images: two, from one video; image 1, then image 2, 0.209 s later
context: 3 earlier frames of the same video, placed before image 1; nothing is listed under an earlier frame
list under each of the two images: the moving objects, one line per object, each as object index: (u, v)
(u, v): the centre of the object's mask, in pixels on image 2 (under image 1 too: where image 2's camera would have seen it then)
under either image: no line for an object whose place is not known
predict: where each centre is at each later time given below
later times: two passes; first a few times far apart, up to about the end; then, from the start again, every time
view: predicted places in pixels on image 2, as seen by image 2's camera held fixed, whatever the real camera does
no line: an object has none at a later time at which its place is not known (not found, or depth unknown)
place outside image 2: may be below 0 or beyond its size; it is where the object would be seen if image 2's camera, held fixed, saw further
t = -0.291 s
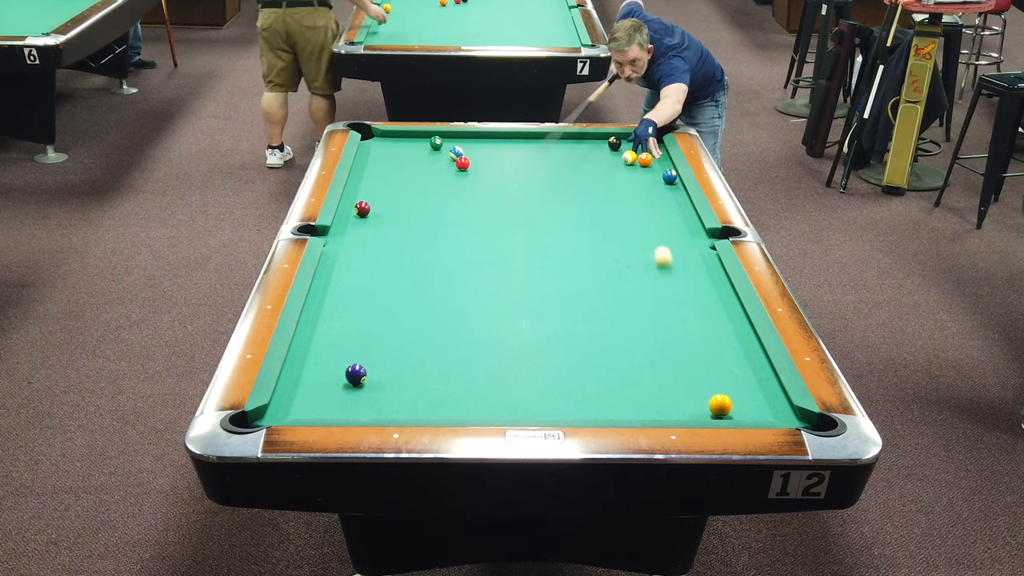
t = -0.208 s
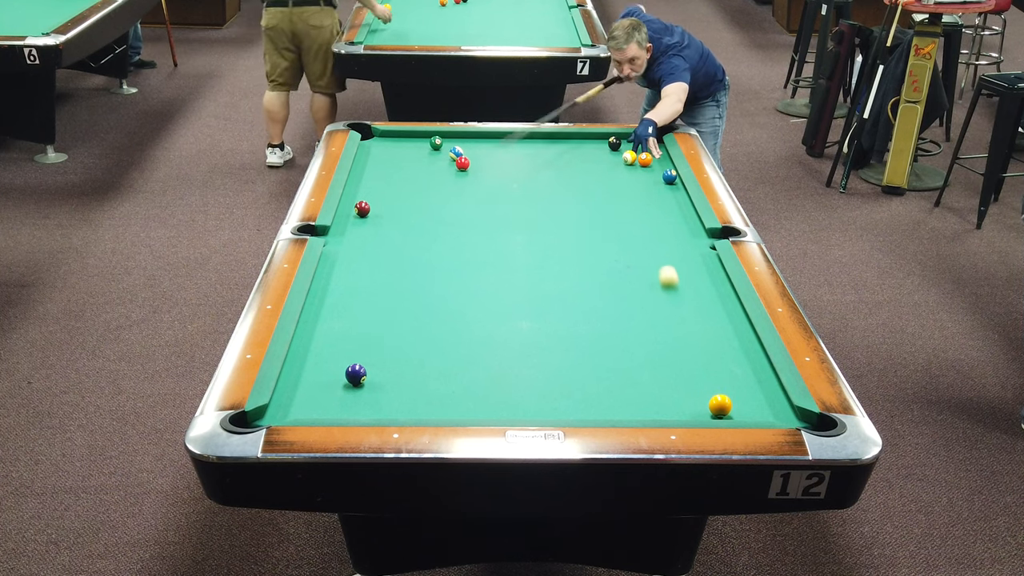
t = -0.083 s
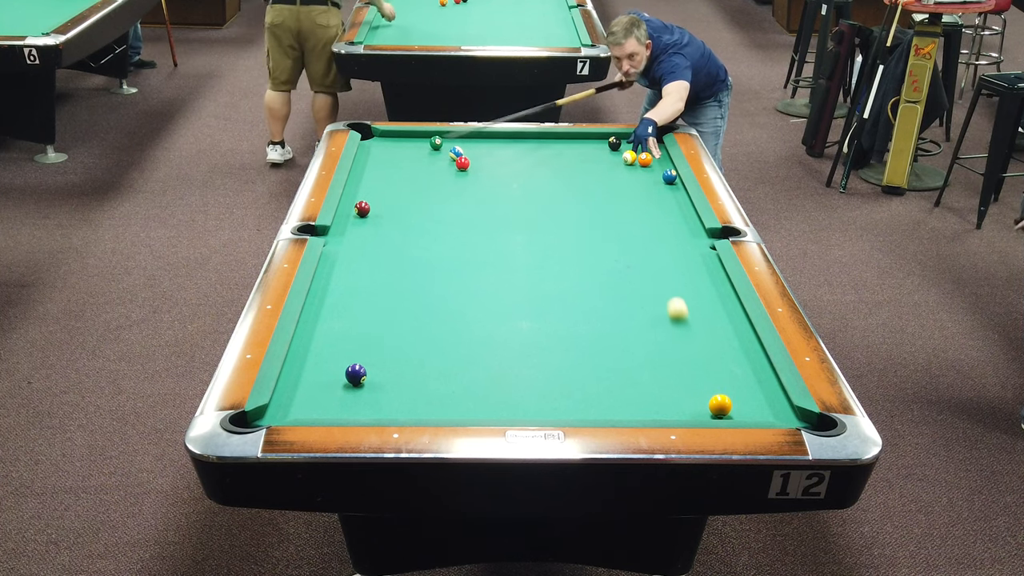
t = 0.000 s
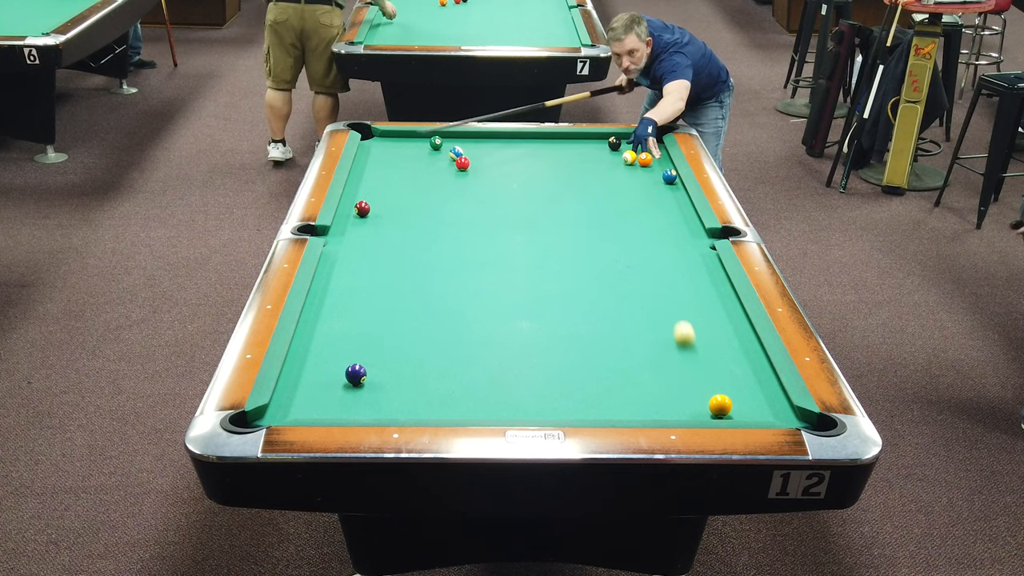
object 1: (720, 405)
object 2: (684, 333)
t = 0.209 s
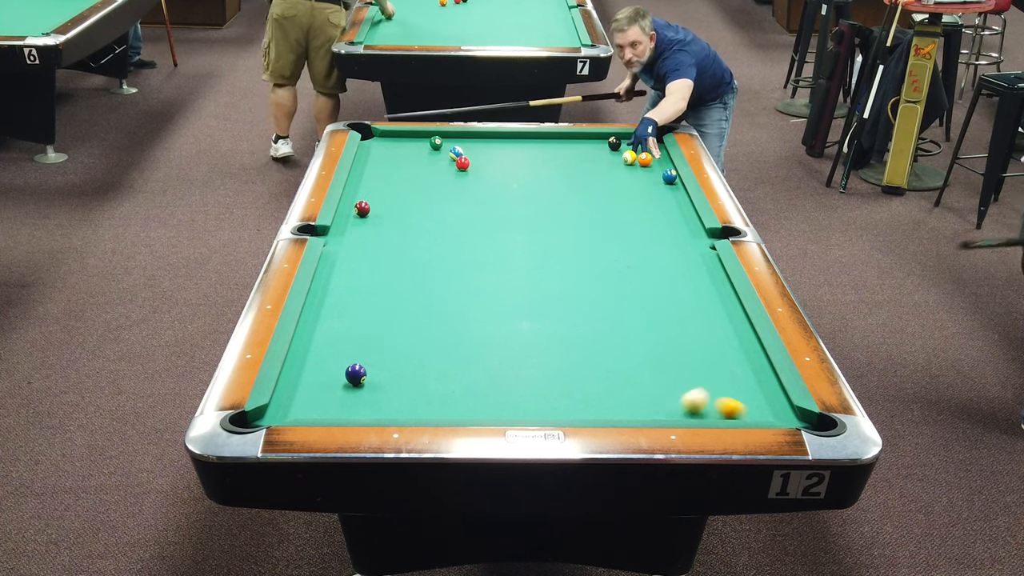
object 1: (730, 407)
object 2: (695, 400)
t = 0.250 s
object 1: (747, 413)
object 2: (683, 407)
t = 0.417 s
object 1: (768, 405)
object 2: (635, 398)
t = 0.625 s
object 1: (765, 390)
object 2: (586, 373)
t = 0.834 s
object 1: (743, 375)
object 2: (541, 351)
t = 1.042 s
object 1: (722, 362)
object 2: (499, 330)
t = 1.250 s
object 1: (704, 350)
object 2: (462, 312)
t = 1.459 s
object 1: (686, 339)
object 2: (427, 295)
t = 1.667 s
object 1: (670, 328)
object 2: (395, 279)
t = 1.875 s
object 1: (655, 319)
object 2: (365, 264)
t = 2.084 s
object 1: (642, 310)
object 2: (337, 250)
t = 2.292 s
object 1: (628, 302)
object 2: (349, 239)
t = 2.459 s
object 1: (619, 296)
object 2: (364, 231)
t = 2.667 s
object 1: (607, 289)
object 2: (383, 222)
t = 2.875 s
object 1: (596, 282)
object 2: (400, 213)
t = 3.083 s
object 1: (586, 276)
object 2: (415, 205)
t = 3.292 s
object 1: (576, 270)
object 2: (430, 197)
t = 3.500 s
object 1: (568, 265)
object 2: (444, 190)
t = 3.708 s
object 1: (560, 259)
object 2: (456, 184)
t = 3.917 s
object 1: (552, 255)
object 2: (467, 178)
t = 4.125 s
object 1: (545, 251)
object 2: (478, 172)
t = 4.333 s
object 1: (538, 247)
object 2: (488, 166)
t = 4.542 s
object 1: (532, 244)
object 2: (498, 161)
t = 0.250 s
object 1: (747, 413)
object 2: (683, 407)
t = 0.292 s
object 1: (755, 412)
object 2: (670, 412)
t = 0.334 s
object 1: (759, 410)
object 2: (658, 408)
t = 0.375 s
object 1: (764, 408)
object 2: (647, 403)
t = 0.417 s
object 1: (768, 405)
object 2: (635, 398)
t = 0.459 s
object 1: (773, 402)
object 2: (625, 392)
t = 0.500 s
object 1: (777, 399)
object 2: (615, 387)
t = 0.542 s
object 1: (775, 396)
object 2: (605, 382)
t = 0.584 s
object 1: (770, 393)
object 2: (595, 378)
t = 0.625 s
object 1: (765, 390)
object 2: (586, 373)
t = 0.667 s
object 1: (761, 387)
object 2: (577, 368)
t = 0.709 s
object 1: (756, 384)
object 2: (567, 364)
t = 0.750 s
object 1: (752, 381)
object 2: (558, 360)
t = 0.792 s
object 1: (747, 378)
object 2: (550, 355)
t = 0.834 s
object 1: (743, 375)
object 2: (541, 351)
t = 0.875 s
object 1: (738, 373)
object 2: (532, 346)
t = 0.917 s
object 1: (734, 370)
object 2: (524, 342)
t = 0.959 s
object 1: (730, 367)
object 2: (515, 338)
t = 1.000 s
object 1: (726, 365)
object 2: (507, 334)
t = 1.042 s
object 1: (722, 362)
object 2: (499, 330)
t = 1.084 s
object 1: (718, 360)
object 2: (492, 326)
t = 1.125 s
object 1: (714, 357)
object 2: (484, 323)
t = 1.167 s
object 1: (711, 355)
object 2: (476, 319)
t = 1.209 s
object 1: (707, 352)
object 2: (469, 315)
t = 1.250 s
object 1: (704, 350)
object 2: (462, 312)
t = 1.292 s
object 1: (700, 348)
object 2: (454, 308)
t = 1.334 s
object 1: (697, 345)
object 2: (447, 305)
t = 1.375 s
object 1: (693, 343)
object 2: (441, 301)
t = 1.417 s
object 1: (689, 341)
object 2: (433, 298)
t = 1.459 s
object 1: (686, 339)
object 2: (427, 295)
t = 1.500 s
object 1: (683, 337)
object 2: (420, 291)
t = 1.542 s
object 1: (680, 335)
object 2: (413, 288)
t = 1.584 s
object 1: (677, 332)
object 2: (407, 285)
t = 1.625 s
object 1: (674, 330)
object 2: (401, 282)
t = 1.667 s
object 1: (670, 328)
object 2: (395, 279)
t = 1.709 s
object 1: (667, 327)
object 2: (388, 276)
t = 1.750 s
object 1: (664, 324)
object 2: (382, 273)
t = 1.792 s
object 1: (661, 323)
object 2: (376, 270)
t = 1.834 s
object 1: (658, 321)
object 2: (371, 267)
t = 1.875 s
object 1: (655, 319)
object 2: (365, 264)
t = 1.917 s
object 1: (653, 317)
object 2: (359, 261)
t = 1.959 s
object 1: (650, 315)
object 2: (354, 258)
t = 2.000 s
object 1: (647, 313)
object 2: (348, 255)
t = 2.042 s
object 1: (644, 312)
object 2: (342, 253)
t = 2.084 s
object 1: (642, 310)
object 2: (337, 250)
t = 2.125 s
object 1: (639, 308)
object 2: (333, 248)
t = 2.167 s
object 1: (636, 307)
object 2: (336, 245)
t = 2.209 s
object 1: (633, 305)
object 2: (340, 243)
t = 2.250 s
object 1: (631, 303)
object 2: (344, 241)
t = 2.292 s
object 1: (628, 302)
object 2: (349, 239)
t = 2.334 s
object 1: (626, 300)
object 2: (353, 237)
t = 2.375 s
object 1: (624, 299)
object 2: (356, 235)
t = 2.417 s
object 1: (621, 297)
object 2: (361, 233)
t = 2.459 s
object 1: (619, 296)
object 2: (364, 231)
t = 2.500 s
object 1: (616, 294)
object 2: (368, 229)
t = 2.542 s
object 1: (614, 293)
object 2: (372, 227)
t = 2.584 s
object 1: (612, 291)
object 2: (376, 226)
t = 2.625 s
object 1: (610, 290)
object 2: (379, 224)
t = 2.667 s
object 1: (607, 289)
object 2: (383, 222)
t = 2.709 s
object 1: (605, 287)
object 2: (386, 220)
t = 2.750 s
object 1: (603, 286)
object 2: (390, 218)
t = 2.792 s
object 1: (601, 284)
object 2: (393, 216)
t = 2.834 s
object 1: (599, 283)
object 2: (397, 215)
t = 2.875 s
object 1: (596, 282)
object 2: (400, 213)
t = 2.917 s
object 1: (594, 280)
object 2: (403, 211)
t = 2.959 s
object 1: (592, 279)
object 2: (406, 210)
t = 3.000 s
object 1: (590, 278)
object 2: (409, 208)
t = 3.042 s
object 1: (588, 277)
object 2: (412, 207)
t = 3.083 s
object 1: (586, 276)
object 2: (415, 205)
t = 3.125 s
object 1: (584, 274)
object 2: (418, 204)
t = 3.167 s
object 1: (582, 273)
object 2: (421, 202)
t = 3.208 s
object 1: (580, 272)
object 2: (424, 200)
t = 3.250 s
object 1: (578, 271)
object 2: (427, 199)
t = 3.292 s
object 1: (576, 270)
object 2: (430, 197)
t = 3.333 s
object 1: (575, 269)
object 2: (433, 196)
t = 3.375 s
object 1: (573, 268)
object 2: (435, 195)
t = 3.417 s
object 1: (571, 266)
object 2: (438, 193)
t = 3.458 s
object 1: (569, 265)
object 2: (441, 192)
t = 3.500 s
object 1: (568, 265)
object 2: (444, 190)
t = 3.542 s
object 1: (566, 263)
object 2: (446, 189)
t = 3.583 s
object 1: (564, 262)
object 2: (448, 188)
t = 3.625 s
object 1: (563, 261)
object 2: (451, 186)
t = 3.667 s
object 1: (561, 260)
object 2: (453, 185)
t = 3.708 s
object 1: (560, 259)
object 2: (456, 184)
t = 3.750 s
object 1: (558, 258)
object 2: (458, 183)
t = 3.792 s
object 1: (557, 257)
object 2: (461, 181)
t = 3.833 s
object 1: (555, 257)
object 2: (463, 180)
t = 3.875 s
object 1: (553, 256)
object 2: (465, 179)
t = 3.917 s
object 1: (552, 255)
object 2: (467, 178)
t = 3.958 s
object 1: (550, 254)
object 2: (470, 177)
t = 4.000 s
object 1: (549, 253)
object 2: (472, 175)
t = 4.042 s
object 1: (547, 252)
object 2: (474, 174)
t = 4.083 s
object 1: (546, 252)
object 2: (476, 173)
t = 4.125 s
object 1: (545, 251)
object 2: (478, 172)
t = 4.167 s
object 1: (543, 250)
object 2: (480, 171)
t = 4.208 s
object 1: (542, 249)
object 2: (482, 170)
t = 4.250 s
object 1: (540, 249)
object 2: (484, 169)
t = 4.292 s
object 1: (539, 248)
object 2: (486, 168)
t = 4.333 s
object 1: (538, 247)
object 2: (488, 166)
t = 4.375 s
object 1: (536, 246)
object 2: (491, 165)
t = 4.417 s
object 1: (535, 246)
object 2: (492, 164)
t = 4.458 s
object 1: (534, 245)
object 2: (494, 163)
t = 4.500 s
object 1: (533, 244)
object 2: (496, 162)
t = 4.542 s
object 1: (532, 244)
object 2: (498, 161)
